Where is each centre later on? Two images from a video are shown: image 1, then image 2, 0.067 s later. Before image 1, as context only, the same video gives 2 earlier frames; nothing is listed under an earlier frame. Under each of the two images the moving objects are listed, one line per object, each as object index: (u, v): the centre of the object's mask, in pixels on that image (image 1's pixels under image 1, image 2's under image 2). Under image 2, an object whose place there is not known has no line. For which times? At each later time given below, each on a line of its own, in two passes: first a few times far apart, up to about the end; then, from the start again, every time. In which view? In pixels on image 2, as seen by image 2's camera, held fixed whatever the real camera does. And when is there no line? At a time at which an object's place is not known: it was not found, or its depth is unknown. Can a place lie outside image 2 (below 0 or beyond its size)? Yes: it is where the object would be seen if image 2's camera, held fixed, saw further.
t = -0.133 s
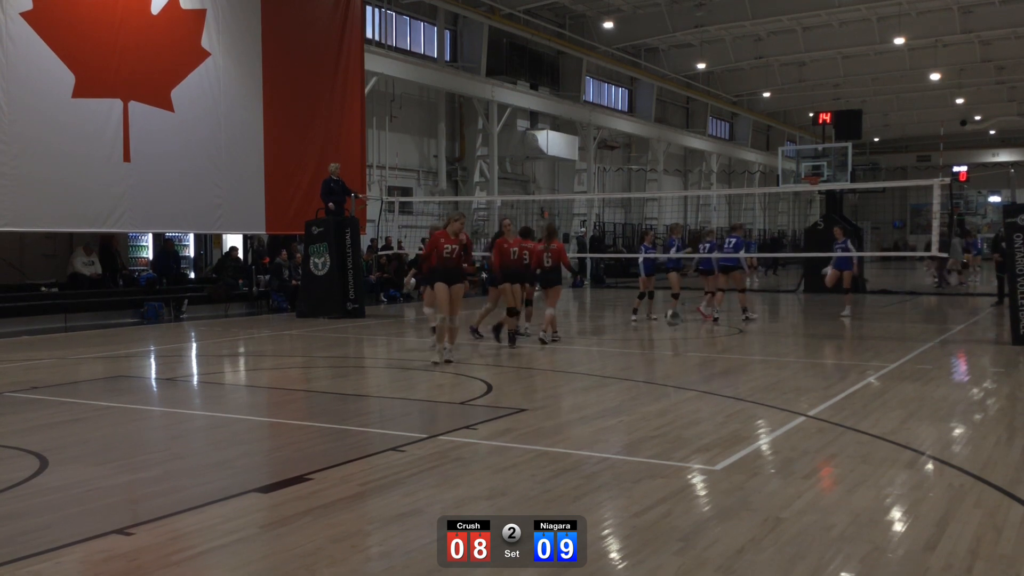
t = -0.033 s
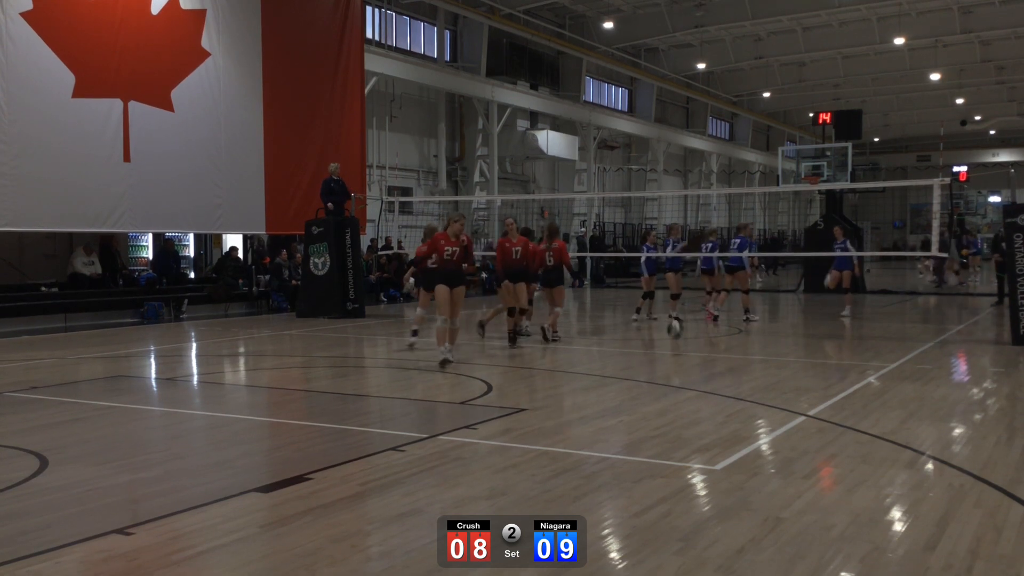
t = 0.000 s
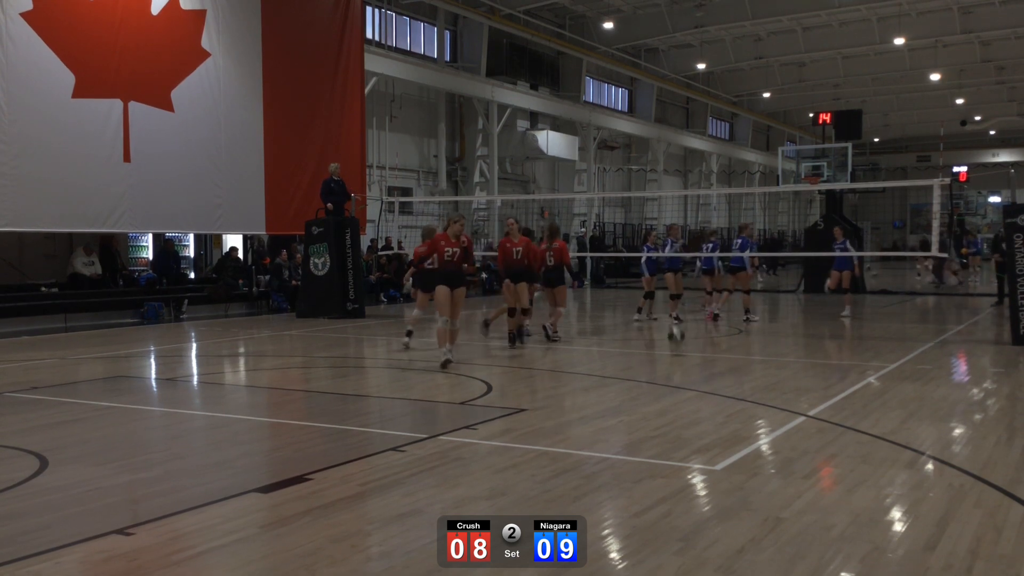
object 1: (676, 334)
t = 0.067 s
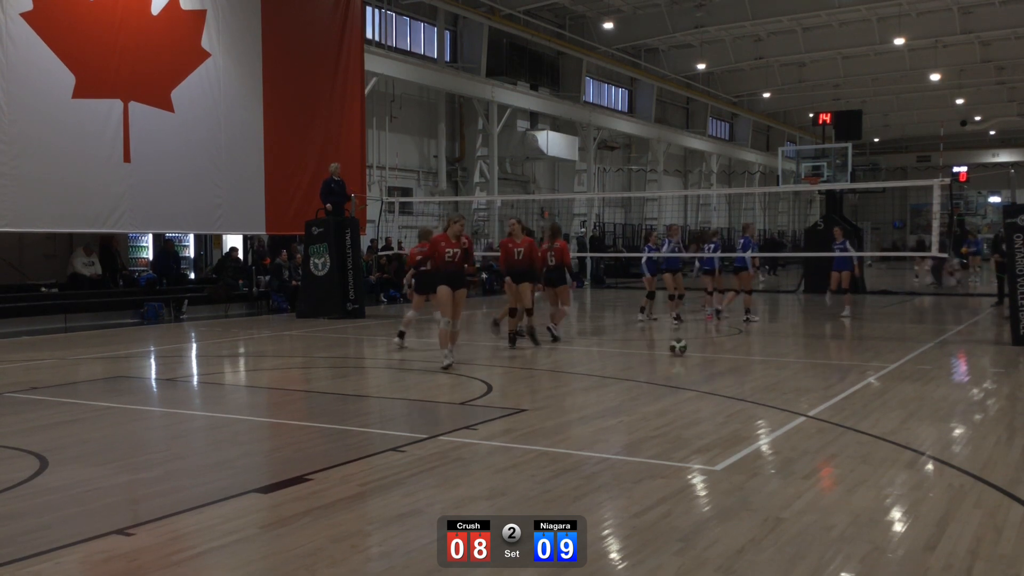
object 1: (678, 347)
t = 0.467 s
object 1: (692, 345)
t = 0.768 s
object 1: (706, 348)
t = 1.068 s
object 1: (722, 356)
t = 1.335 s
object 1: (739, 364)
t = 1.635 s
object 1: (759, 376)
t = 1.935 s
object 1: (784, 383)
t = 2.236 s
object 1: (813, 393)
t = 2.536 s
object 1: (846, 401)
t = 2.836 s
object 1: (883, 410)
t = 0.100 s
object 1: (679, 342)
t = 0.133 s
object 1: (680, 337)
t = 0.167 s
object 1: (682, 334)
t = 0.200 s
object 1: (682, 332)
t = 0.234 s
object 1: (684, 330)
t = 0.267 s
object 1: (685, 329)
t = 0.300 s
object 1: (686, 330)
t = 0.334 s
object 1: (688, 331)
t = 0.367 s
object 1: (689, 333)
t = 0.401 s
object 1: (690, 336)
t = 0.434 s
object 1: (692, 340)
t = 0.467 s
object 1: (692, 345)
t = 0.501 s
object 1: (694, 351)
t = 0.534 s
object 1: (695, 353)
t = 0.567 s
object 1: (697, 350)
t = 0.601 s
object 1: (698, 347)
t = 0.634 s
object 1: (700, 345)
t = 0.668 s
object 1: (701, 344)
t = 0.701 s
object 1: (703, 344)
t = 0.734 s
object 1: (705, 345)
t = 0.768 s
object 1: (706, 348)
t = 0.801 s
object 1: (708, 350)
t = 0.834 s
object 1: (708, 354)
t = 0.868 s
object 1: (710, 359)
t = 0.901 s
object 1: (713, 360)
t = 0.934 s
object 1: (714, 357)
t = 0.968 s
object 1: (716, 355)
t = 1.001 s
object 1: (718, 354)
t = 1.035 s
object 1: (720, 355)
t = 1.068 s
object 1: (722, 356)
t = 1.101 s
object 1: (724, 358)
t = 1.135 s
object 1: (726, 362)
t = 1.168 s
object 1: (728, 366)
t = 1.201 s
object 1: (730, 365)
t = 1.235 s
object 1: (732, 363)
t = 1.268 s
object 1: (734, 362)
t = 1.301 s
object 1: (736, 362)
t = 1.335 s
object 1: (739, 364)
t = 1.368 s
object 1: (740, 366)
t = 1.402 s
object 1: (742, 370)
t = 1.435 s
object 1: (745, 372)
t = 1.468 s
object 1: (748, 370)
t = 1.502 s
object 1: (750, 370)
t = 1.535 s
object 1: (752, 371)
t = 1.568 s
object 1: (754, 372)
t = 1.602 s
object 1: (757, 375)
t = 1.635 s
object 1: (759, 376)
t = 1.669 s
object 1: (762, 375)
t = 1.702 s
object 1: (764, 376)
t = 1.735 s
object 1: (767, 378)
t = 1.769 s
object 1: (770, 380)
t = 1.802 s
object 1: (772, 379)
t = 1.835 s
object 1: (776, 380)
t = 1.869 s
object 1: (778, 382)
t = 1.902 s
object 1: (781, 383)
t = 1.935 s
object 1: (784, 383)
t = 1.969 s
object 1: (786, 384)
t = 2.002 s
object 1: (790, 386)
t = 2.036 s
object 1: (793, 387)
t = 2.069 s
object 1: (796, 387)
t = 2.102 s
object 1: (799, 389)
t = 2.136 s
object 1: (802, 389)
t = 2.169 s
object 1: (806, 390)
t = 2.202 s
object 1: (809, 391)
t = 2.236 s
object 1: (813, 393)
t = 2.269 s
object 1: (816, 393)
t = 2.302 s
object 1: (820, 394)
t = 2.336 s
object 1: (823, 395)
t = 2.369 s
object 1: (827, 396)
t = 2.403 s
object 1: (830, 397)
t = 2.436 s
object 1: (834, 398)
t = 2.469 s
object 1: (838, 399)
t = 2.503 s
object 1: (842, 400)
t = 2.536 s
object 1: (846, 401)
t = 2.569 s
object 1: (850, 402)
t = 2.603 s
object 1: (854, 403)
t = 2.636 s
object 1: (858, 405)
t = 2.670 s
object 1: (862, 406)
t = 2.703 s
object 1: (866, 406)
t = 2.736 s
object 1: (870, 407)
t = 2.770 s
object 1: (874, 408)
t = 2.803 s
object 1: (878, 409)
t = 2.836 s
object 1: (883, 410)
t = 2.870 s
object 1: (887, 411)
